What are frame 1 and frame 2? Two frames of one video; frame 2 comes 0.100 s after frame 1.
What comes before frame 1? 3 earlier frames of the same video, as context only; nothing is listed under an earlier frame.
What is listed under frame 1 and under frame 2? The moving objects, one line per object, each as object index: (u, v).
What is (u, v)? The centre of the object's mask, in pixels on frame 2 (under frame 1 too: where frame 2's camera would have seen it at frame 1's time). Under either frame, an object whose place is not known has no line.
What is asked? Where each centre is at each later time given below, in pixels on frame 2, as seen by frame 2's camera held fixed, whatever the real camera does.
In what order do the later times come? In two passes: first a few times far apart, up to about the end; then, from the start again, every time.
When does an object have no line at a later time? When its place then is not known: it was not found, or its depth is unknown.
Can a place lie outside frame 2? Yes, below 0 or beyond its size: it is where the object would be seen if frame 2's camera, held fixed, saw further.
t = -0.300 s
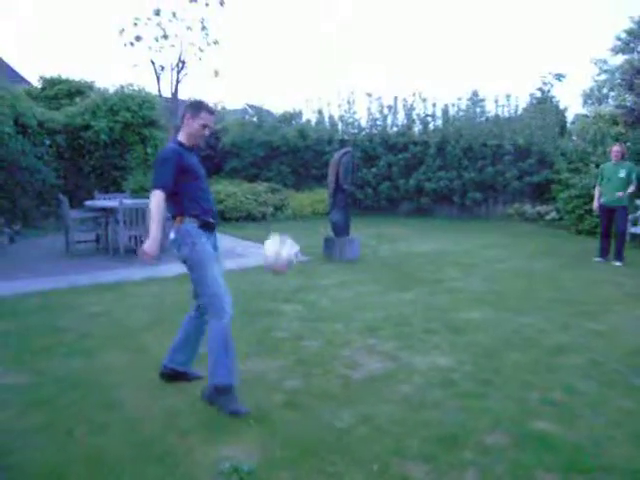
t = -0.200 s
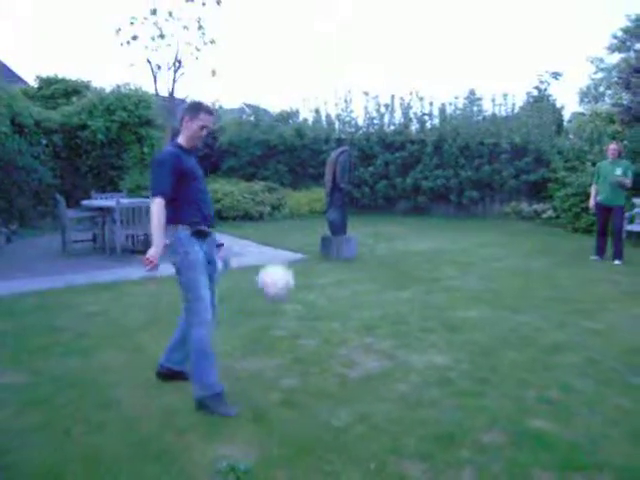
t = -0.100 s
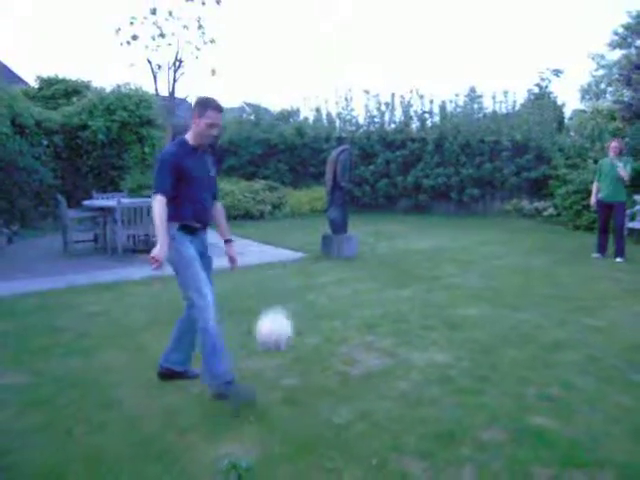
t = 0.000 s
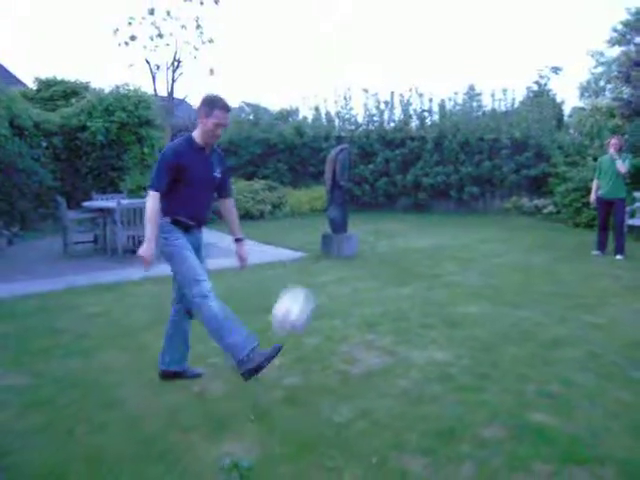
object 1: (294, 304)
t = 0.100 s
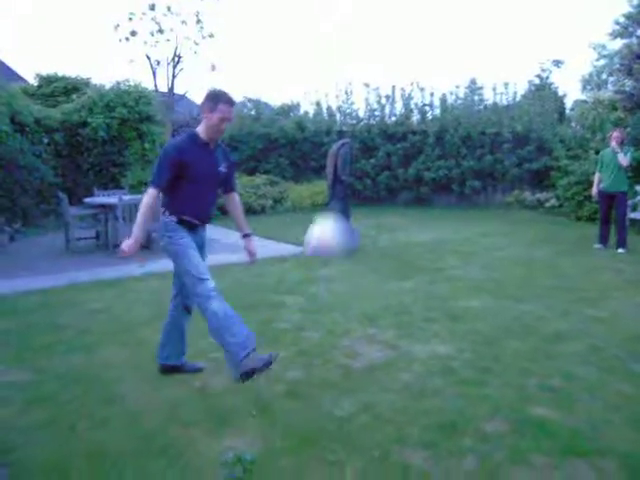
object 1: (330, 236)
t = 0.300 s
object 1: (392, 151)
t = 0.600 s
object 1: (492, 160)
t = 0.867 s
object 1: (570, 306)
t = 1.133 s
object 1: (637, 364)
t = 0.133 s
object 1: (336, 216)
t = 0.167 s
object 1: (347, 201)
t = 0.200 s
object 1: (359, 184)
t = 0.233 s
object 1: (370, 172)
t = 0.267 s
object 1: (380, 161)
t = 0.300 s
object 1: (392, 151)
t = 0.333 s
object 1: (403, 142)
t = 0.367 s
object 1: (415, 137)
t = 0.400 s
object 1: (426, 134)
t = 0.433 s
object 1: (437, 132)
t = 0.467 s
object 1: (448, 134)
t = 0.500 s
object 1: (460, 137)
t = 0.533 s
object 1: (470, 140)
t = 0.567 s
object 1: (481, 149)
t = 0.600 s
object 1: (492, 160)
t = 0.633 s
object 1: (503, 169)
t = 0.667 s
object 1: (514, 185)
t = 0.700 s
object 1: (524, 198)
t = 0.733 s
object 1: (534, 217)
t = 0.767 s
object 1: (543, 236)
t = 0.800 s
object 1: (554, 258)
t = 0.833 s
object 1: (563, 281)
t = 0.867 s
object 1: (570, 306)
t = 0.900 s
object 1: (579, 332)
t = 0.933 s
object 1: (587, 361)
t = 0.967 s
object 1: (593, 389)
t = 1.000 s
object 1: (601, 413)
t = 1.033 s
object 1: (611, 400)
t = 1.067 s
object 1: (619, 387)
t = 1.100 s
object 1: (629, 375)
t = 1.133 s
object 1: (637, 364)
